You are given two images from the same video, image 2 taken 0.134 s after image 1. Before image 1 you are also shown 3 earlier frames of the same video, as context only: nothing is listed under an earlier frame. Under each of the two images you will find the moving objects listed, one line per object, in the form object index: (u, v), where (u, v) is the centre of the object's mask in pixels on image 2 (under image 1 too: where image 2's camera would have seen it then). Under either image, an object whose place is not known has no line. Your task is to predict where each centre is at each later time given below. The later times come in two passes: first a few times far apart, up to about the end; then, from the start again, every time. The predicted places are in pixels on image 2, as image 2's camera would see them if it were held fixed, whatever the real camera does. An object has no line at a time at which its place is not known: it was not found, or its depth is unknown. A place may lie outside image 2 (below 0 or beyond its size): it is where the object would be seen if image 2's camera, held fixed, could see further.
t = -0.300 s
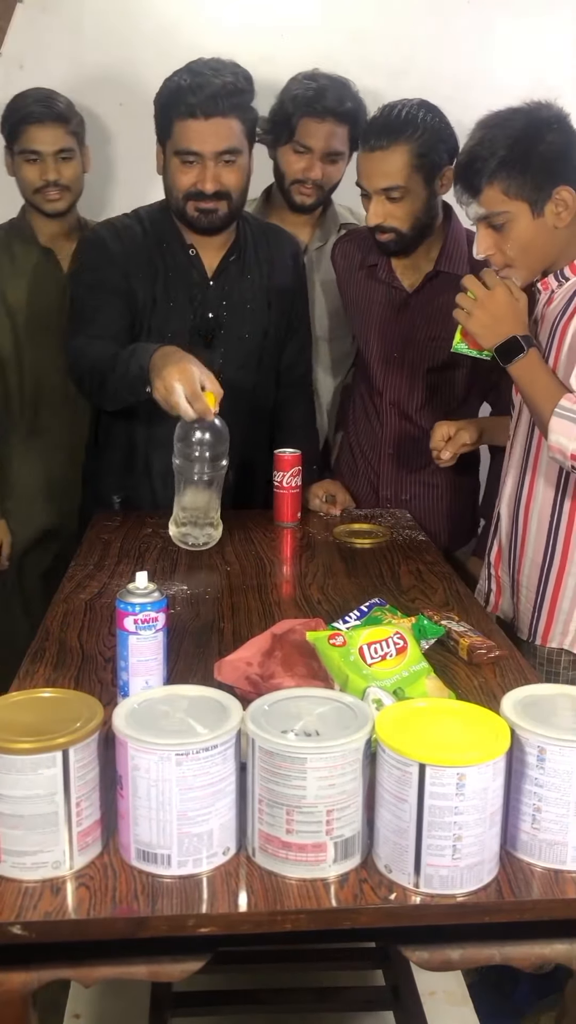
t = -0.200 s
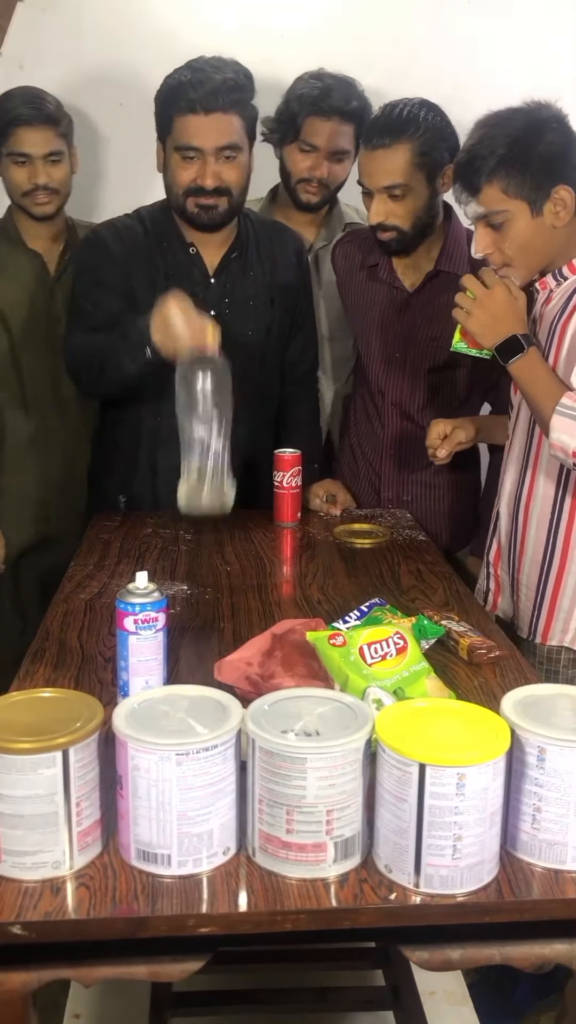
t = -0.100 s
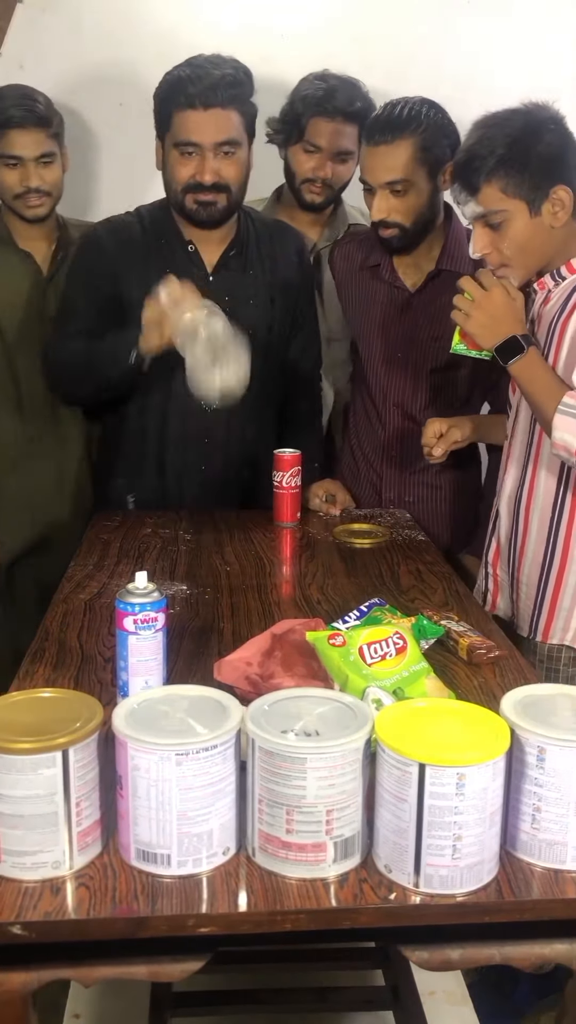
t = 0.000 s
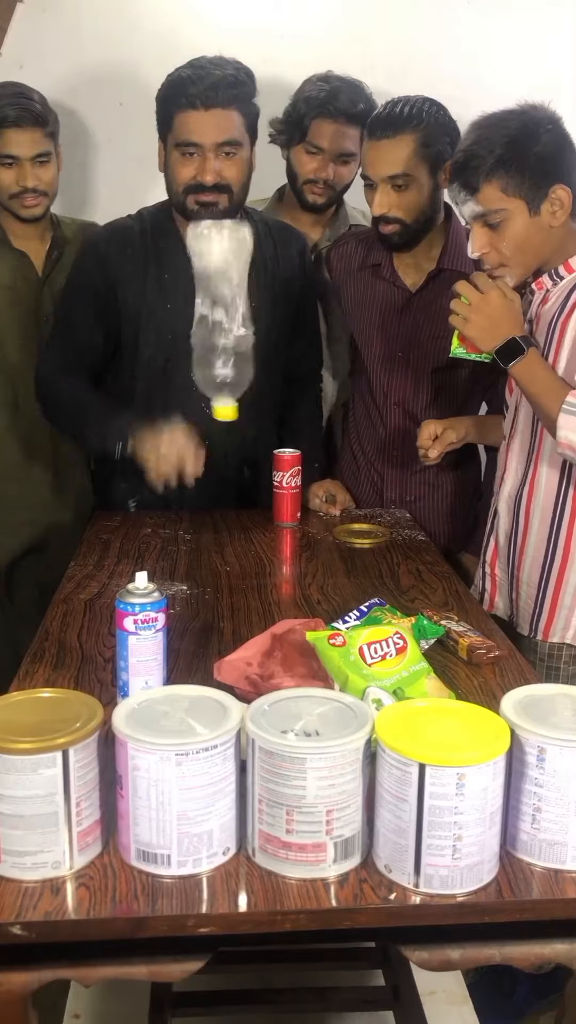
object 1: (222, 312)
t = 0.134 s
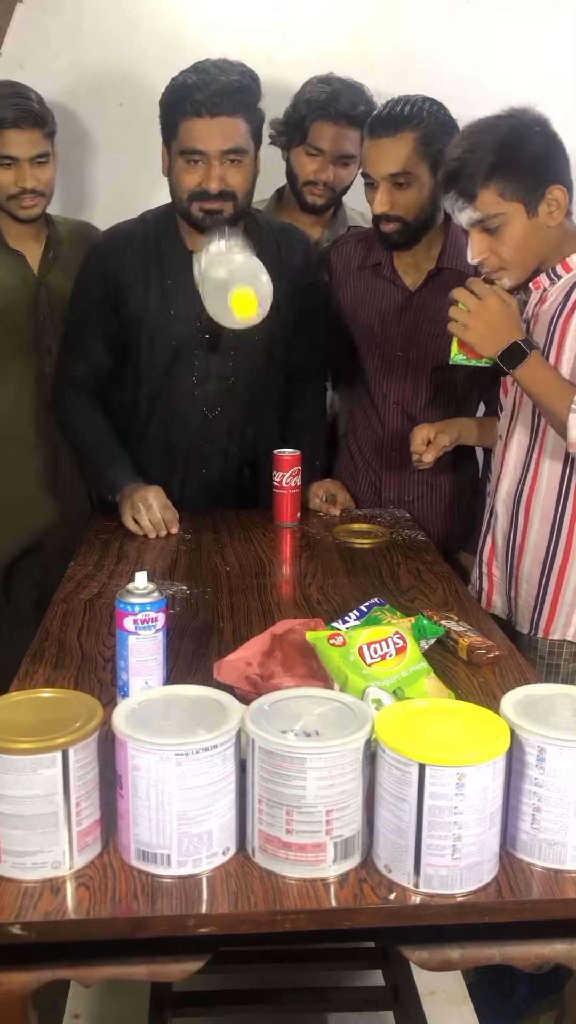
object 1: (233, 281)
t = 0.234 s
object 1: (235, 362)
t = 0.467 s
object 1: (226, 578)
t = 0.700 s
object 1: (217, 614)
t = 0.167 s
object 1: (233, 299)
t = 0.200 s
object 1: (234, 326)
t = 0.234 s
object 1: (235, 362)
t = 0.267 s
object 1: (235, 406)
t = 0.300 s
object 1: (236, 459)
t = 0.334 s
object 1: (236, 520)
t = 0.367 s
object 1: (234, 538)
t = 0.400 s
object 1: (232, 546)
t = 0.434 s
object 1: (230, 558)
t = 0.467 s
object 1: (226, 578)
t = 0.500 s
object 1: (223, 607)
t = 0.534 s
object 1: (222, 608)
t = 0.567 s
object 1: (219, 613)
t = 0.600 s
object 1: (218, 613)
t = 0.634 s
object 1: (217, 613)
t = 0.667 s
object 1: (217, 613)
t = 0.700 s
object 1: (217, 614)
